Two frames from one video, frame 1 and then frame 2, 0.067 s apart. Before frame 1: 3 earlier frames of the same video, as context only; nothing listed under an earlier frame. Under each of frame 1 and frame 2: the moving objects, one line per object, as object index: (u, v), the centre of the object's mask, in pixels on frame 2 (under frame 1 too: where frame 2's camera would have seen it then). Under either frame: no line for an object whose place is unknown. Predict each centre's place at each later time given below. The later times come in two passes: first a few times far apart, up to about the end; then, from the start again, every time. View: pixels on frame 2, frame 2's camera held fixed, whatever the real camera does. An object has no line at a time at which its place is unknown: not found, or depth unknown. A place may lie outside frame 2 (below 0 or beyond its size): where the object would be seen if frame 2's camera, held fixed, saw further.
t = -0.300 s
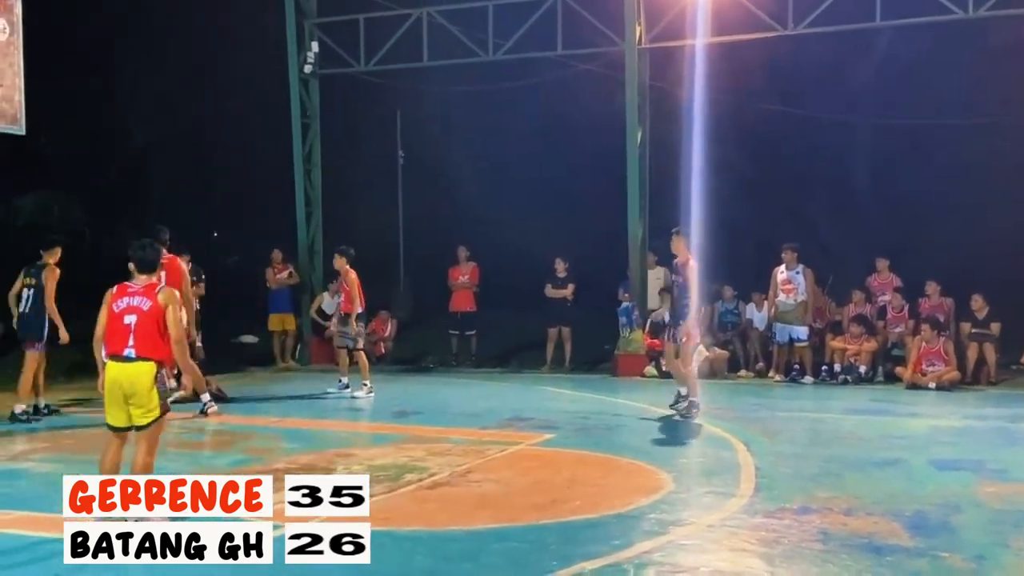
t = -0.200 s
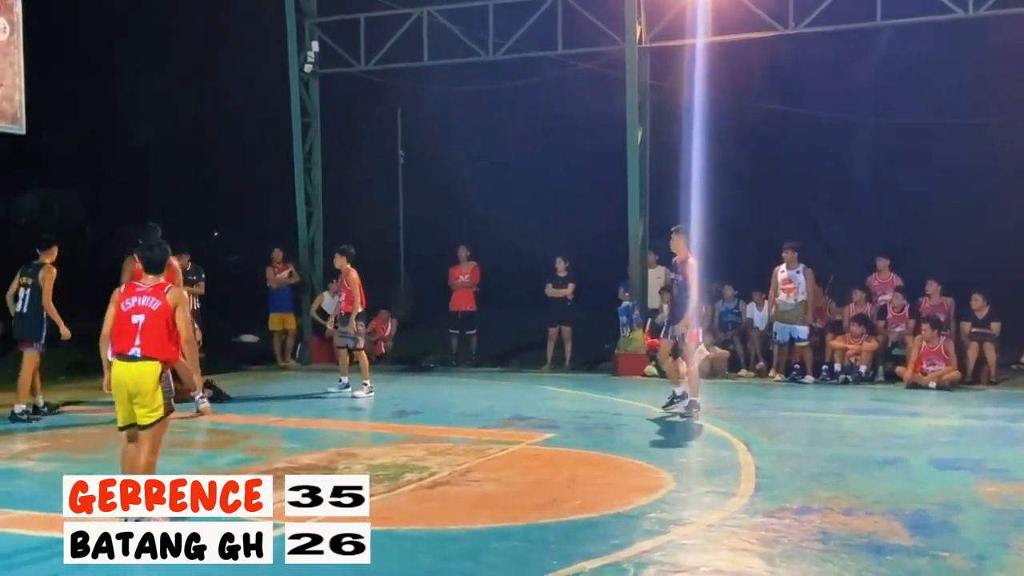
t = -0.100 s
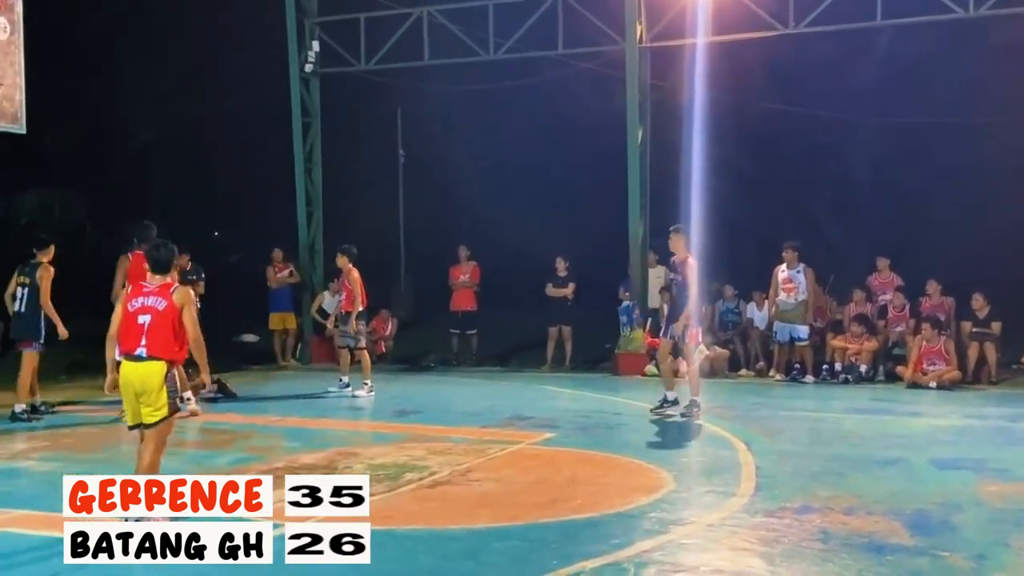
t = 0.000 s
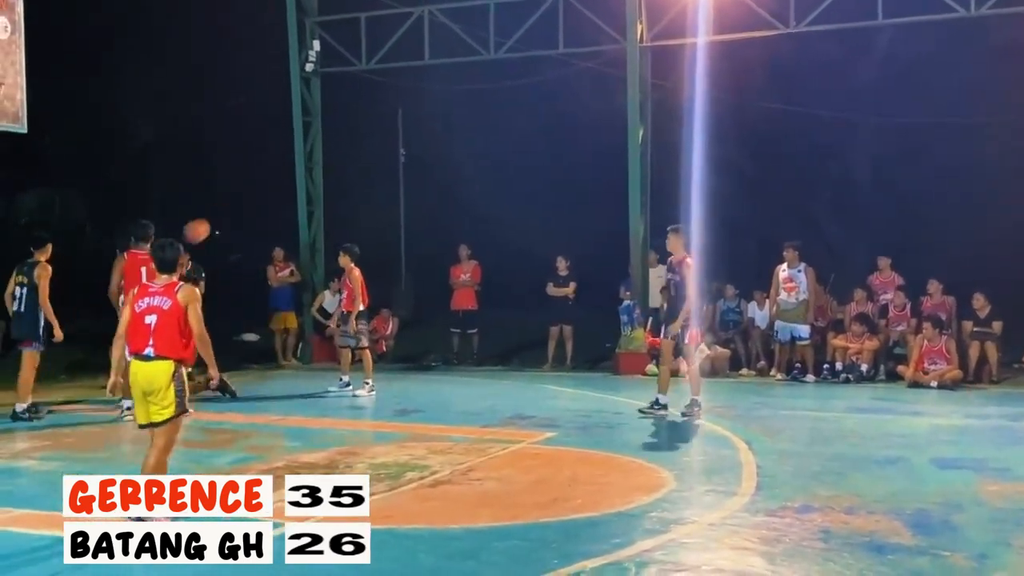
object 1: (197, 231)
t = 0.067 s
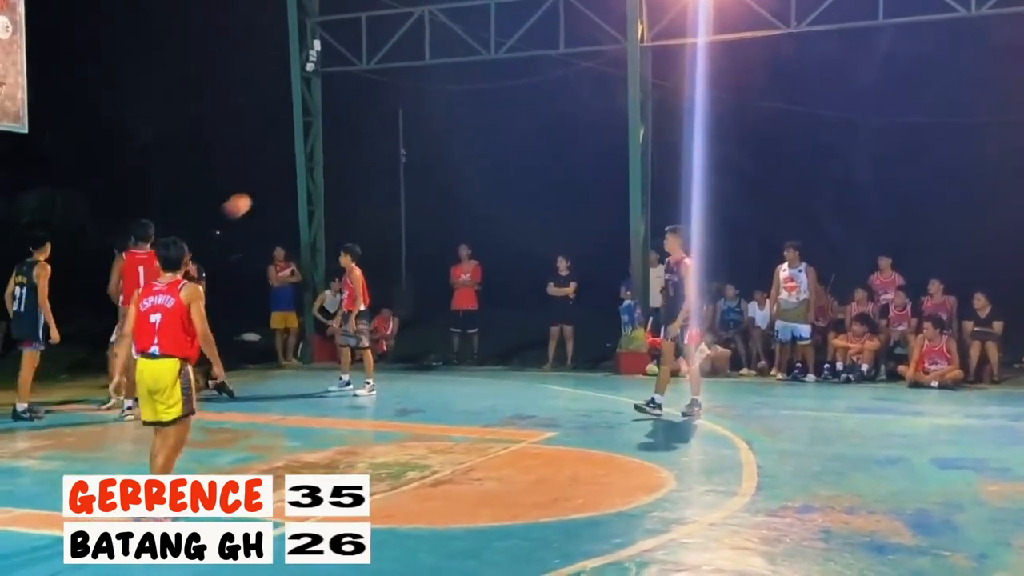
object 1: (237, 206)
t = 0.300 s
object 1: (379, 147)
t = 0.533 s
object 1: (526, 136)
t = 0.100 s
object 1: (257, 194)
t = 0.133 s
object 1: (278, 185)
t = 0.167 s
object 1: (298, 175)
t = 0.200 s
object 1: (319, 166)
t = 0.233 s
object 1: (339, 159)
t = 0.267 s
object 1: (359, 153)
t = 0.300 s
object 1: (379, 147)
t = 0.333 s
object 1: (400, 142)
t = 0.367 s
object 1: (421, 139)
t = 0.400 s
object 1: (442, 136)
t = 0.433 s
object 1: (463, 135)
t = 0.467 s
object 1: (483, 134)
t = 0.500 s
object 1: (505, 135)
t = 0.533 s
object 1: (526, 136)
